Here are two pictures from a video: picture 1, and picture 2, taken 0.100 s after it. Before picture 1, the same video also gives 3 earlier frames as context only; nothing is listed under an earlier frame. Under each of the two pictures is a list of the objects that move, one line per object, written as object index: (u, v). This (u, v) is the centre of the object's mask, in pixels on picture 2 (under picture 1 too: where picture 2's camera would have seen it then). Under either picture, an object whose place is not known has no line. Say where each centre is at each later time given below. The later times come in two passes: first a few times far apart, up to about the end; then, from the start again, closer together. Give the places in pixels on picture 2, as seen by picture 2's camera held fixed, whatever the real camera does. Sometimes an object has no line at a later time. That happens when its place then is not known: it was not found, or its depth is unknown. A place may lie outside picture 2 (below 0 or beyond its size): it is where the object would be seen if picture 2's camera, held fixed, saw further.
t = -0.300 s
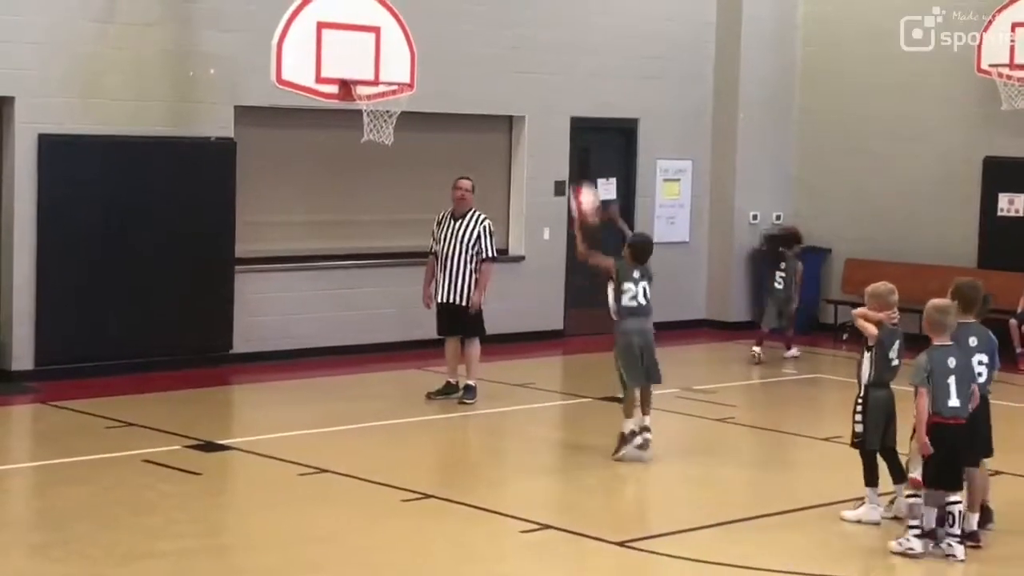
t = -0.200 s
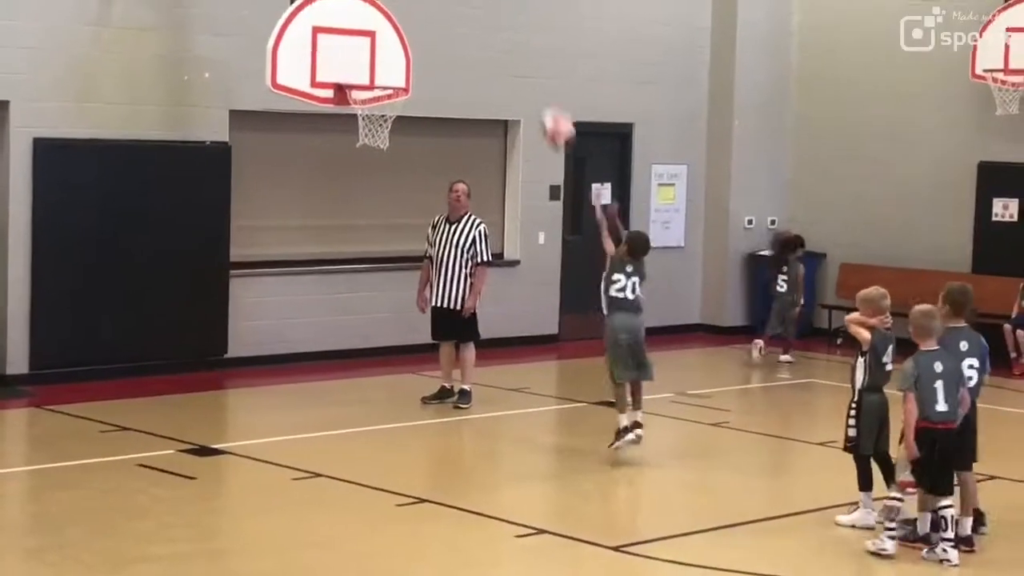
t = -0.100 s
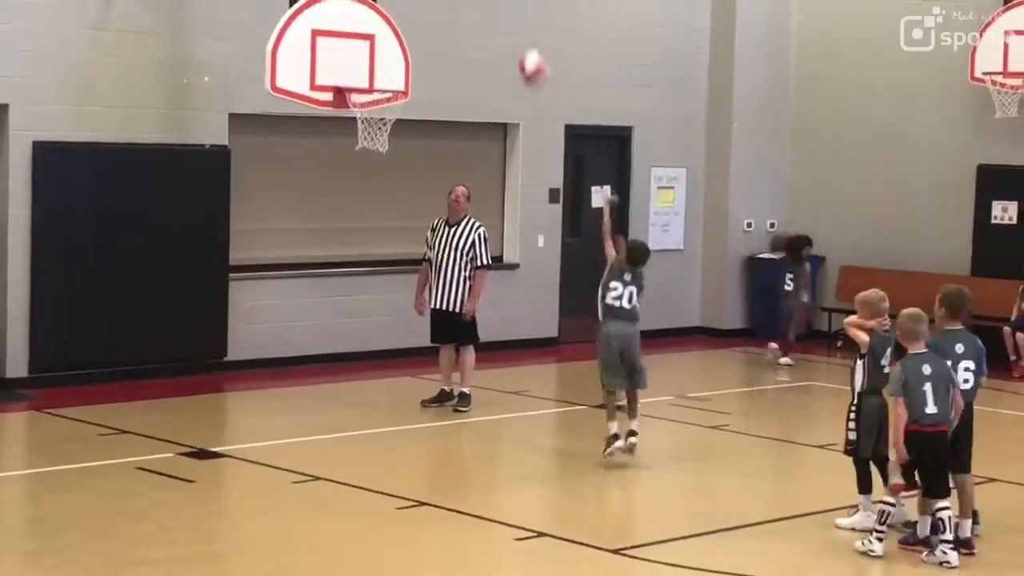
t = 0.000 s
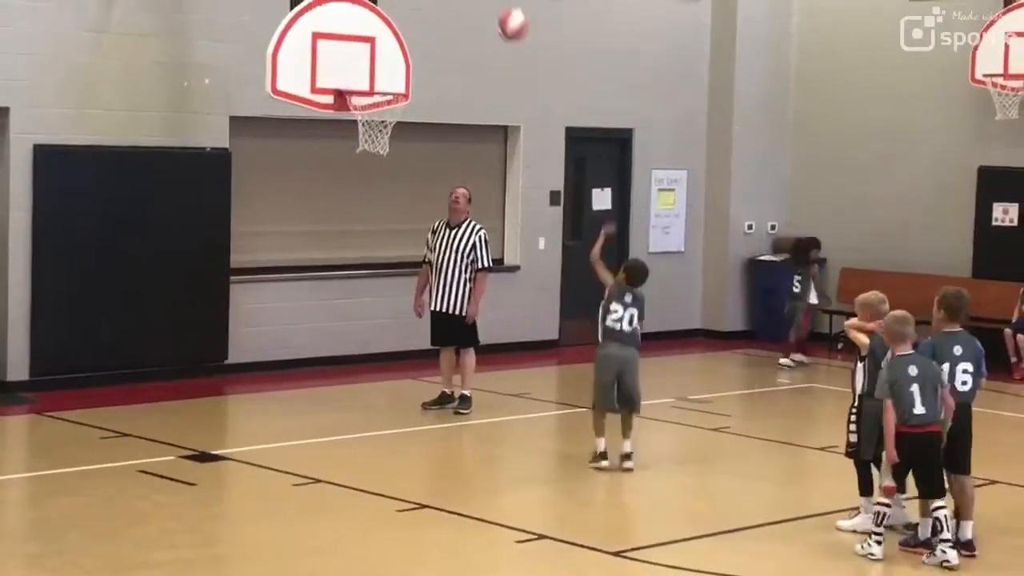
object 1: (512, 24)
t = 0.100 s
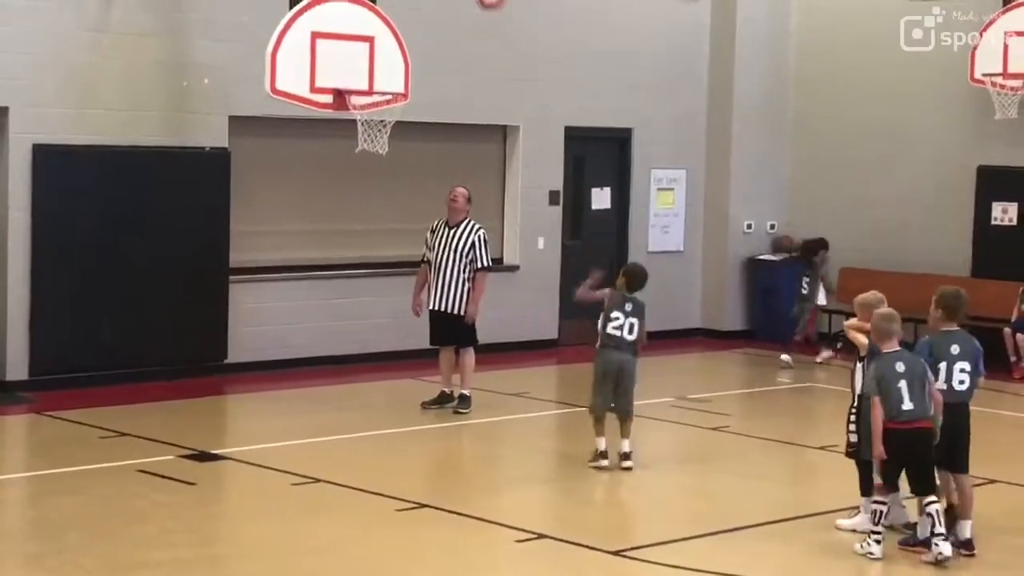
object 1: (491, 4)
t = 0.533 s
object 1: (400, 22)
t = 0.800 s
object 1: (352, 131)
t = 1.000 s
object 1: (346, 213)
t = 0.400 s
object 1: (426, -1)
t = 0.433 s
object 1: (419, 1)
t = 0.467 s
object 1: (413, 4)
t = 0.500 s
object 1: (407, 9)
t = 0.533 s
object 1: (400, 22)
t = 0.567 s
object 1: (393, 34)
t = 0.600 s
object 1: (385, 49)
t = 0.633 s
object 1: (378, 65)
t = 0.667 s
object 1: (371, 79)
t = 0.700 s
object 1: (365, 99)
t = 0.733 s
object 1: (359, 112)
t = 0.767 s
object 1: (357, 129)
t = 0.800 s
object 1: (352, 131)
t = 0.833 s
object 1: (353, 144)
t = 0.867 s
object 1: (352, 155)
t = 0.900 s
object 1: (350, 166)
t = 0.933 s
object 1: (348, 181)
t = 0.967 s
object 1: (349, 198)
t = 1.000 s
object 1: (346, 213)
